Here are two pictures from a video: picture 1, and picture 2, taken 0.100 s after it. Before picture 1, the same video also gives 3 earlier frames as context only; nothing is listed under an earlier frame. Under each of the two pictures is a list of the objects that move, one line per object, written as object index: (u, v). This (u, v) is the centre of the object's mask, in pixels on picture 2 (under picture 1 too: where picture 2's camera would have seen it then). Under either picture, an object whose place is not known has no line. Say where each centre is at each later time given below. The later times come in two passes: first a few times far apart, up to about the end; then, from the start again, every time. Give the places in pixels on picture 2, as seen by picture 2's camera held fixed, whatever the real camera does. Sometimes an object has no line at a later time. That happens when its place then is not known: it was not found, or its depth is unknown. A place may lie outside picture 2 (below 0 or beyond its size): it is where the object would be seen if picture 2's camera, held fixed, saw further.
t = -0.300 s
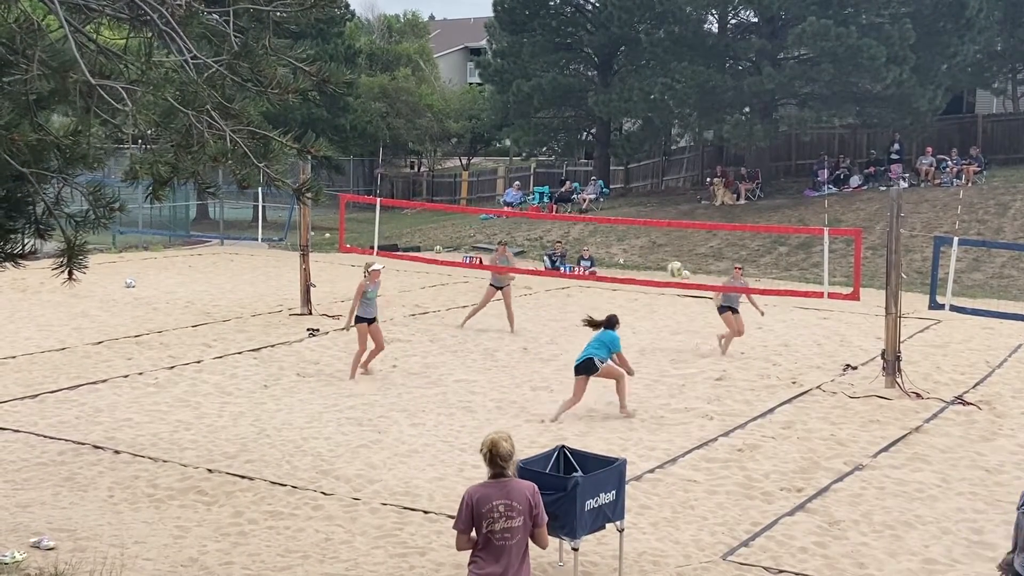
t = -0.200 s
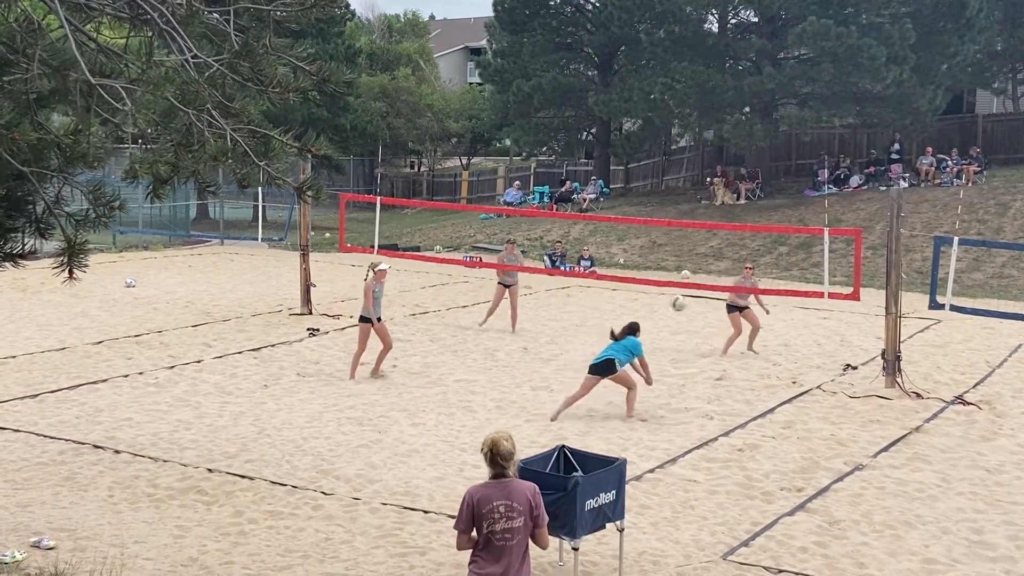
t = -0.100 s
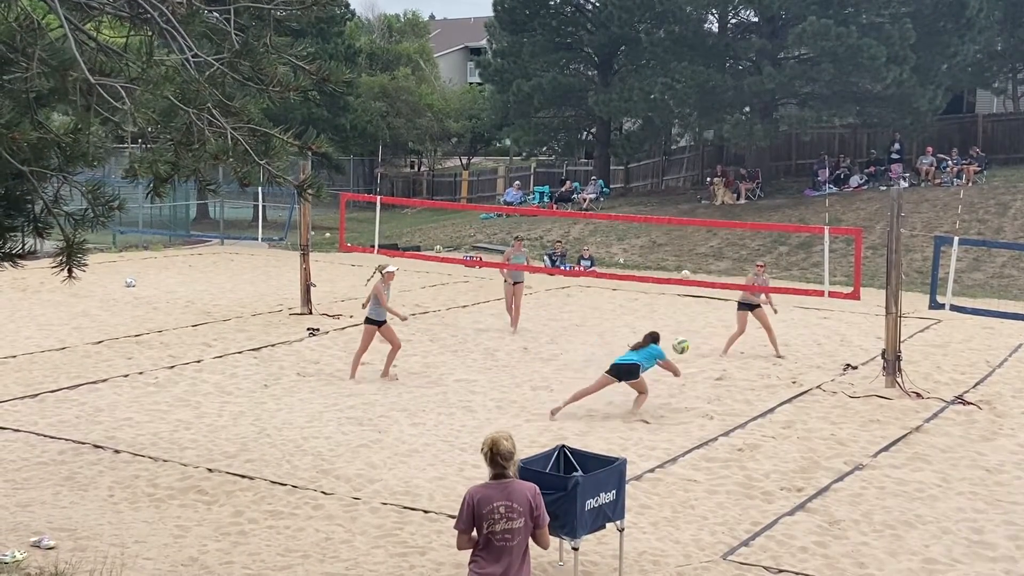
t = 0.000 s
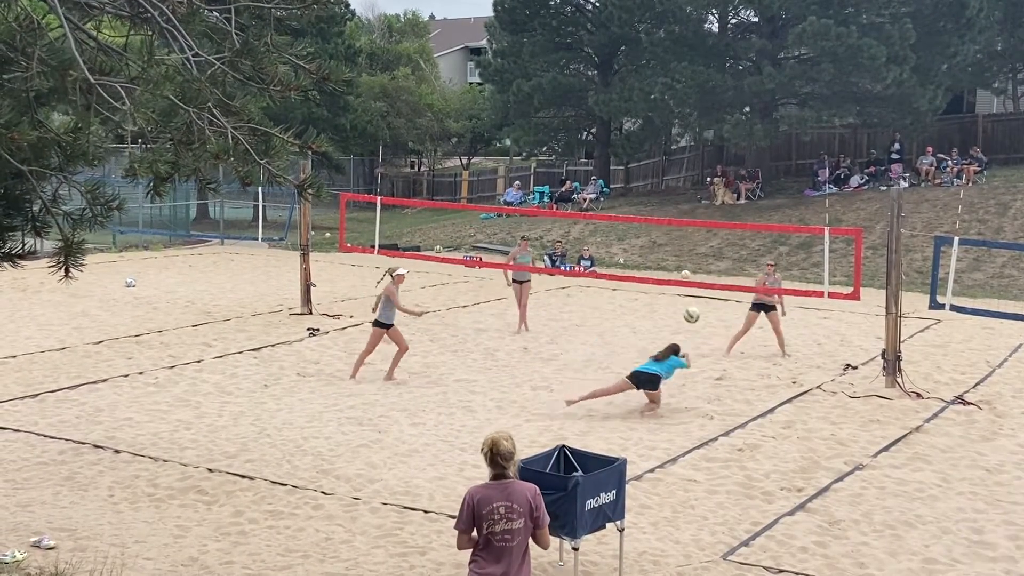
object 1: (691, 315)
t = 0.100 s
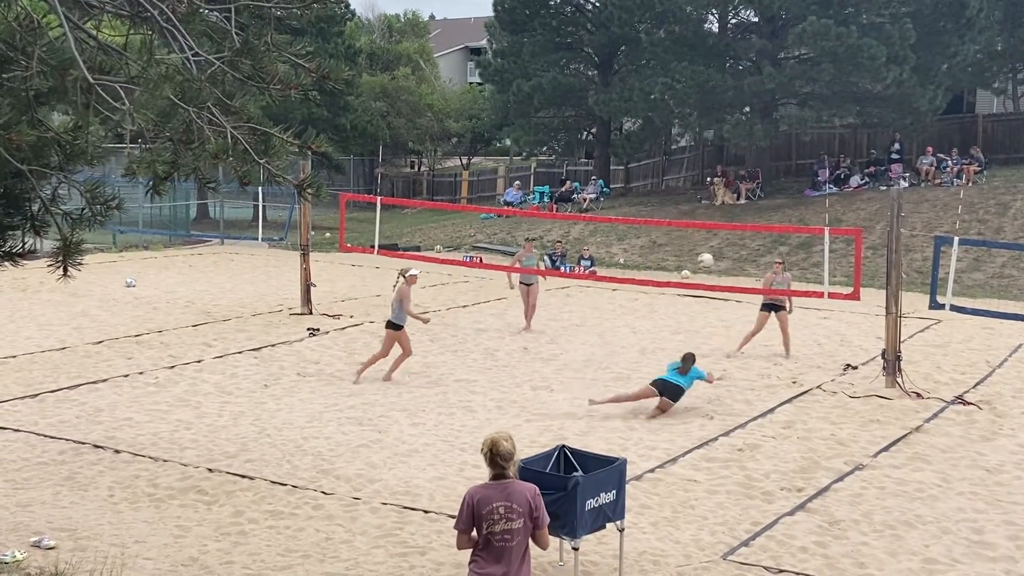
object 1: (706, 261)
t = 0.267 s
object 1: (726, 192)
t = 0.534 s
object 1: (753, 132)
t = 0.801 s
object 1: (774, 121)
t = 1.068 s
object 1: (791, 151)
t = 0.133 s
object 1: (710, 245)
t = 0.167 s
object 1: (714, 230)
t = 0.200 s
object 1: (718, 216)
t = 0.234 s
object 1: (722, 204)
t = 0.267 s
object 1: (726, 192)
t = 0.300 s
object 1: (730, 182)
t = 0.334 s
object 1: (734, 172)
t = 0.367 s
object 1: (737, 163)
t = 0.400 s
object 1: (740, 155)
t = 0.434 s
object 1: (744, 148)
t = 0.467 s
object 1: (747, 142)
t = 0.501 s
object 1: (750, 136)
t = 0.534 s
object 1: (753, 132)
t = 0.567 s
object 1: (756, 128)
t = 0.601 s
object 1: (759, 125)
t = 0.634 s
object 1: (762, 123)
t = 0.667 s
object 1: (765, 121)
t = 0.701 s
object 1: (767, 120)
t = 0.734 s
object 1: (769, 120)
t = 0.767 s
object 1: (772, 120)
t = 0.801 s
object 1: (774, 121)
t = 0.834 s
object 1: (776, 123)
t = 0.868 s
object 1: (779, 125)
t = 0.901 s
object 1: (781, 128)
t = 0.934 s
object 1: (783, 132)
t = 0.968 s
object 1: (785, 136)
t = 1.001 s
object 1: (787, 141)
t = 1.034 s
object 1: (789, 146)
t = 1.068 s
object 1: (791, 151)
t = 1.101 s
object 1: (792, 157)
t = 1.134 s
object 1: (794, 164)
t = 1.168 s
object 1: (796, 171)
